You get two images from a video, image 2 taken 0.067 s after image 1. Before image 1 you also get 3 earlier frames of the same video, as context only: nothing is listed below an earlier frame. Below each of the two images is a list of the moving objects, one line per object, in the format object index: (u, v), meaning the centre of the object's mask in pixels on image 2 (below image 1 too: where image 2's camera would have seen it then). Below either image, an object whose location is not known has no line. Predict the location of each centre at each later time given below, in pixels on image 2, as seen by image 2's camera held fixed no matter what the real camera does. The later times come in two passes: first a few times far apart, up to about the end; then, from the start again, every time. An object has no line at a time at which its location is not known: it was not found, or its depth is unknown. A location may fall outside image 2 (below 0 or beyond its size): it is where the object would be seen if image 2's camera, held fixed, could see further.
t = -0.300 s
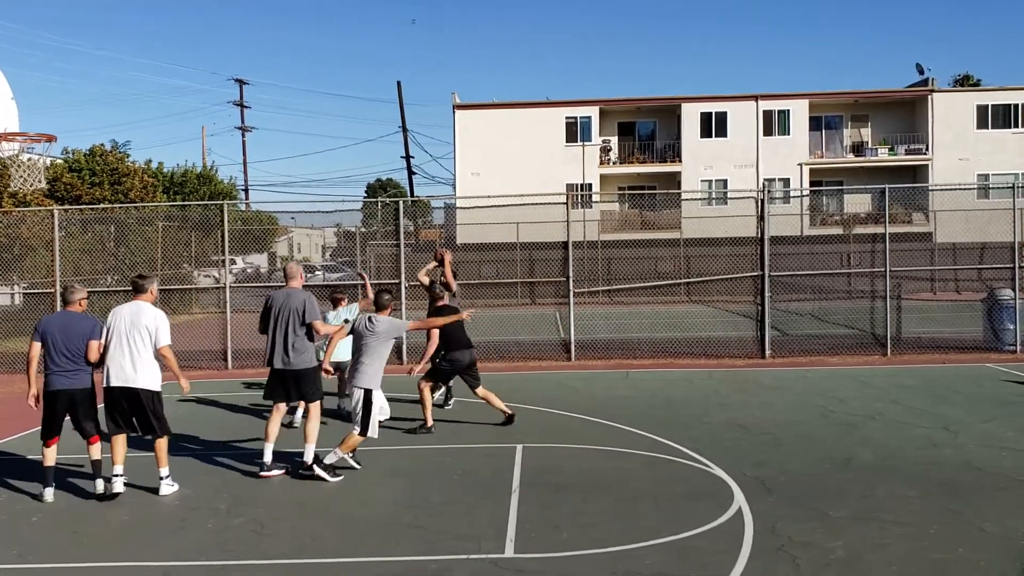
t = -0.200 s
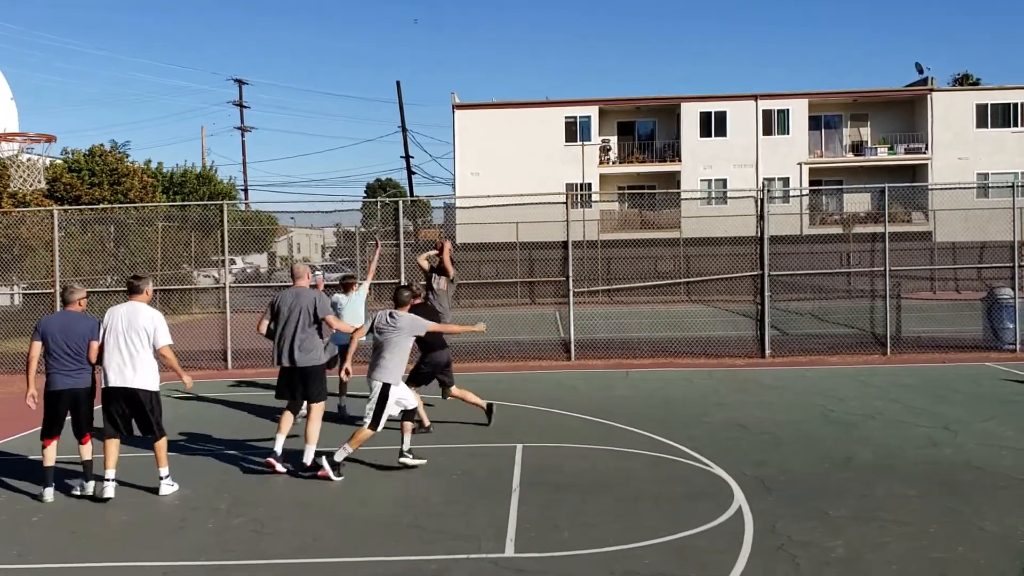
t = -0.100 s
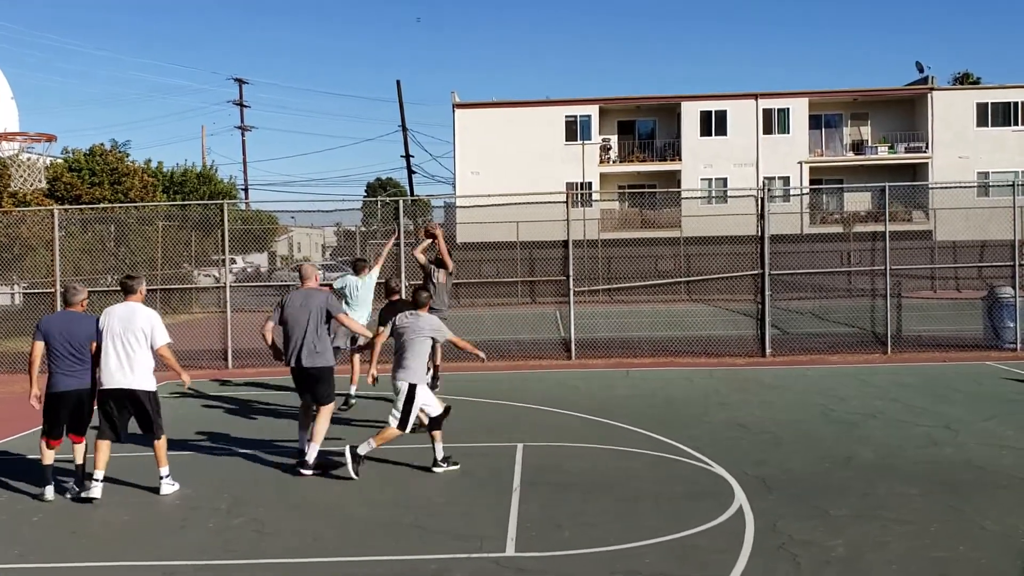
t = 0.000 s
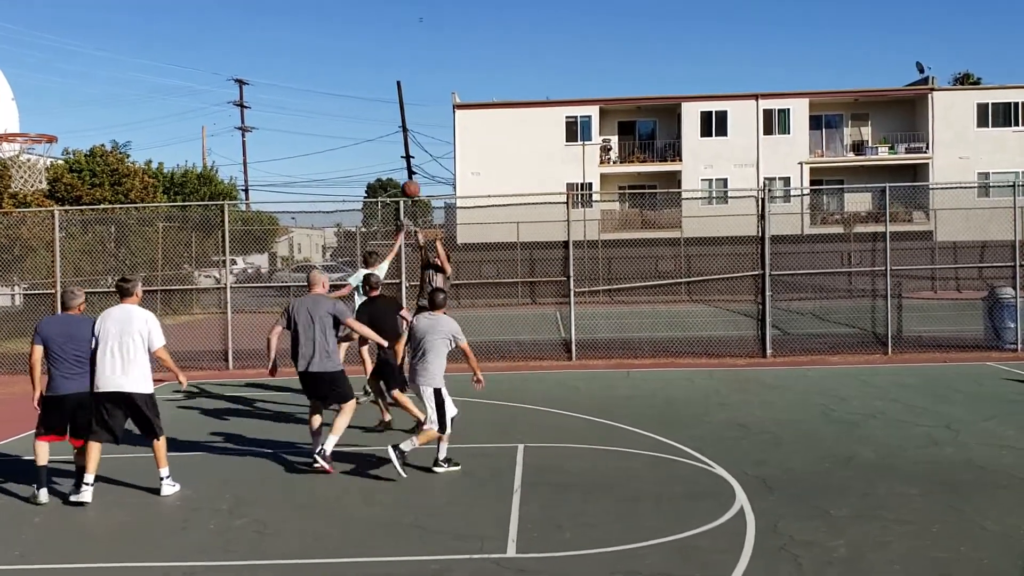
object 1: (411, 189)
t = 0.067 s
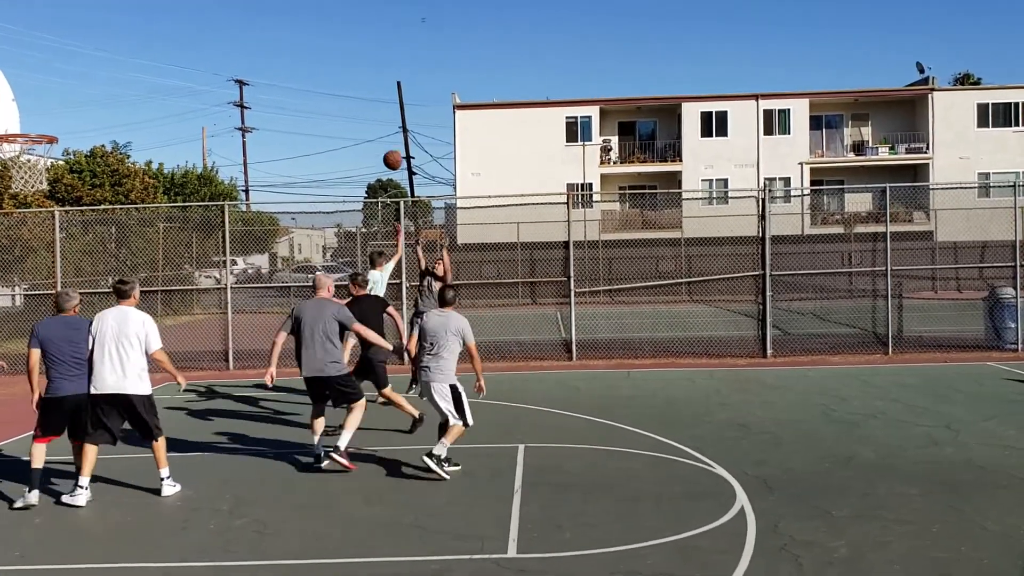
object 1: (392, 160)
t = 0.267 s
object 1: (334, 83)
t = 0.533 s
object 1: (248, 24)
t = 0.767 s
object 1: (162, 22)
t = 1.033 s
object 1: (50, 95)
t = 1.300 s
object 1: (55, 116)
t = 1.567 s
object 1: (60, 116)
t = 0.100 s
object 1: (383, 145)
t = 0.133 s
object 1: (374, 132)
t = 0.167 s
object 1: (364, 119)
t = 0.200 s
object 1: (354, 107)
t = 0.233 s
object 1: (344, 95)
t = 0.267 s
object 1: (334, 83)
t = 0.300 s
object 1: (324, 73)
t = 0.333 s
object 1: (314, 64)
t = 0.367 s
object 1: (303, 55)
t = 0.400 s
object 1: (293, 47)
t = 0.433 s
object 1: (282, 40)
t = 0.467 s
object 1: (271, 33)
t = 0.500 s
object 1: (259, 28)
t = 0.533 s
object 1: (248, 24)
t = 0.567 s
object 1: (236, 20)
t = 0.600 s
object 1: (225, 18)
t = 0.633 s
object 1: (213, 17)
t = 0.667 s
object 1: (200, 17)
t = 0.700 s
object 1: (188, 17)
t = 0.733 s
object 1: (176, 19)
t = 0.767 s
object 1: (162, 22)
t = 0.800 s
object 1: (149, 27)
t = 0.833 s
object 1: (136, 32)
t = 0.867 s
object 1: (122, 39)
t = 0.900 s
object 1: (108, 48)
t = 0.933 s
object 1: (94, 57)
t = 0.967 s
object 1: (80, 68)
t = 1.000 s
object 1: (65, 81)
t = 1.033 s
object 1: (50, 95)
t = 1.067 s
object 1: (39, 111)
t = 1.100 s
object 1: (23, 125)
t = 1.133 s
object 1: (23, 133)
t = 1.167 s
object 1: (29, 134)
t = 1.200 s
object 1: (42, 126)
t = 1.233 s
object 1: (54, 127)
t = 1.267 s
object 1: (55, 122)
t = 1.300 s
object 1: (55, 116)
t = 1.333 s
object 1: (56, 112)
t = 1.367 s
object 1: (56, 109)
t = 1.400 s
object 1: (57, 107)
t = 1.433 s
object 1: (57, 107)
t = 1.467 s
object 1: (57, 107)
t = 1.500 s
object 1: (58, 109)
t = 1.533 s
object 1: (59, 112)
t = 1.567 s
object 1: (60, 116)
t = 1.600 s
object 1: (61, 122)
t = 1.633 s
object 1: (62, 128)
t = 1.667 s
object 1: (63, 136)
